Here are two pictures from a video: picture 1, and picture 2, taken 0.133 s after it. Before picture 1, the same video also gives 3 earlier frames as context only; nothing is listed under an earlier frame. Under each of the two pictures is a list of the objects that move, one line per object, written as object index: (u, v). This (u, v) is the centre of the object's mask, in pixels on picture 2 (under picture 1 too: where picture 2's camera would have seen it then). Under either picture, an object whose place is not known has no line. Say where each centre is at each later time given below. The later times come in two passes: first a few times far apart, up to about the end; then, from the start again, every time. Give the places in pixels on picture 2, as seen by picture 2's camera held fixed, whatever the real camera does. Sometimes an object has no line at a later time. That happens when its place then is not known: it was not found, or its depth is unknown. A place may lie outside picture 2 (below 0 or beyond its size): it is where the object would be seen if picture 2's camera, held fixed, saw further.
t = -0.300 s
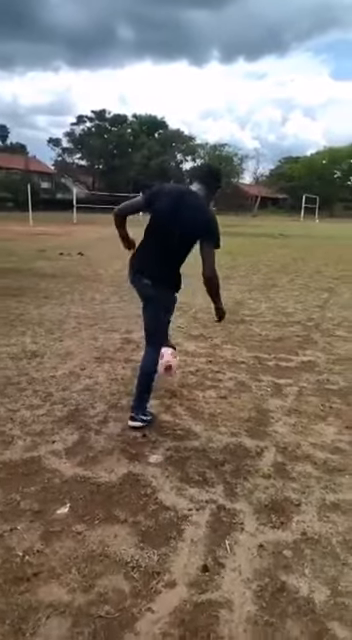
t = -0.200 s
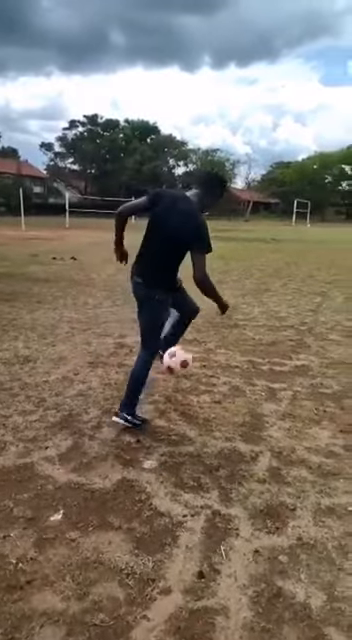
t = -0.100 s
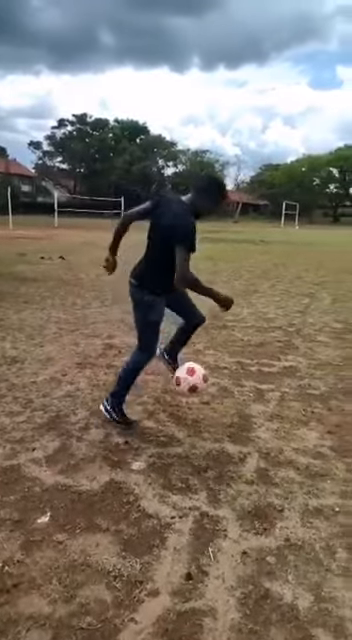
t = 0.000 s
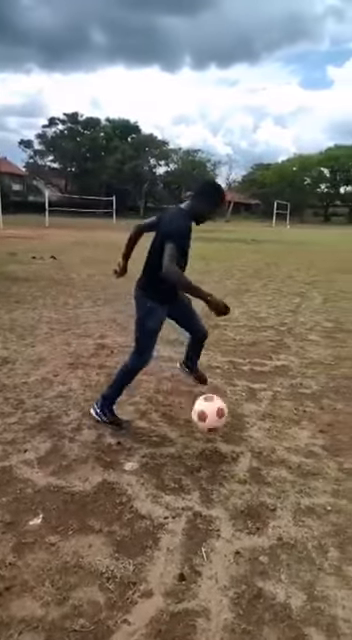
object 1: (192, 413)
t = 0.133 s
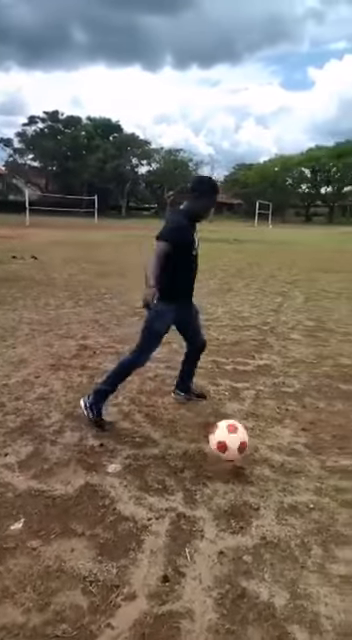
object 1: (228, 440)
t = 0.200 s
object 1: (246, 434)
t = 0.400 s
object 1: (293, 461)
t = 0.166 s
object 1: (237, 436)
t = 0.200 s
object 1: (246, 434)
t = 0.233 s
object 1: (253, 435)
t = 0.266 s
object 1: (261, 437)
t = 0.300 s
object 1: (270, 440)
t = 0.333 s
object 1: (279, 444)
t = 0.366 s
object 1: (286, 452)
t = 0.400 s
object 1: (293, 461)
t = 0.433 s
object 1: (302, 473)
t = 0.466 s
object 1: (310, 474)
